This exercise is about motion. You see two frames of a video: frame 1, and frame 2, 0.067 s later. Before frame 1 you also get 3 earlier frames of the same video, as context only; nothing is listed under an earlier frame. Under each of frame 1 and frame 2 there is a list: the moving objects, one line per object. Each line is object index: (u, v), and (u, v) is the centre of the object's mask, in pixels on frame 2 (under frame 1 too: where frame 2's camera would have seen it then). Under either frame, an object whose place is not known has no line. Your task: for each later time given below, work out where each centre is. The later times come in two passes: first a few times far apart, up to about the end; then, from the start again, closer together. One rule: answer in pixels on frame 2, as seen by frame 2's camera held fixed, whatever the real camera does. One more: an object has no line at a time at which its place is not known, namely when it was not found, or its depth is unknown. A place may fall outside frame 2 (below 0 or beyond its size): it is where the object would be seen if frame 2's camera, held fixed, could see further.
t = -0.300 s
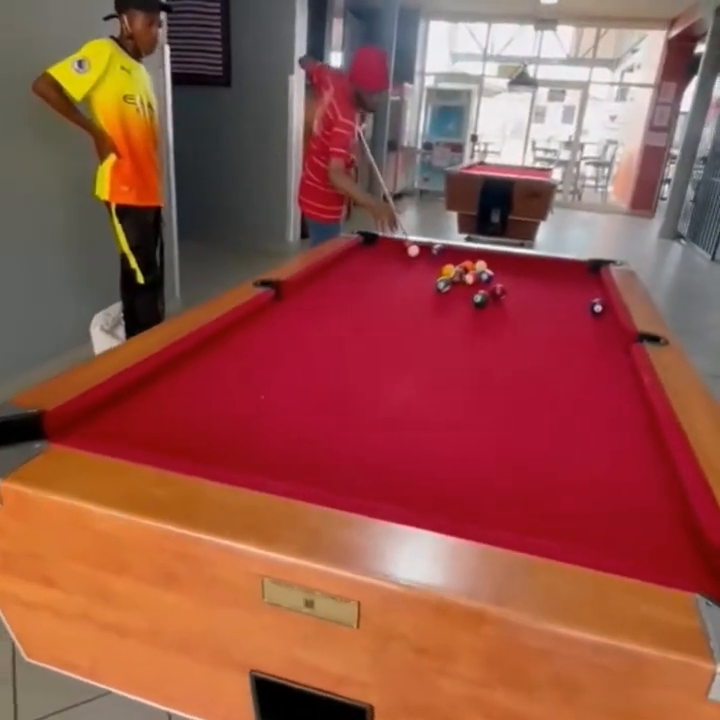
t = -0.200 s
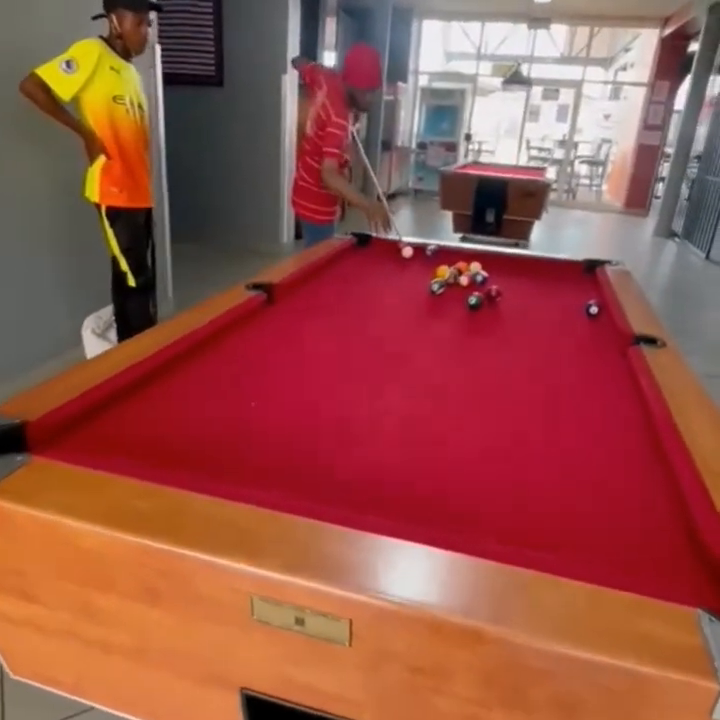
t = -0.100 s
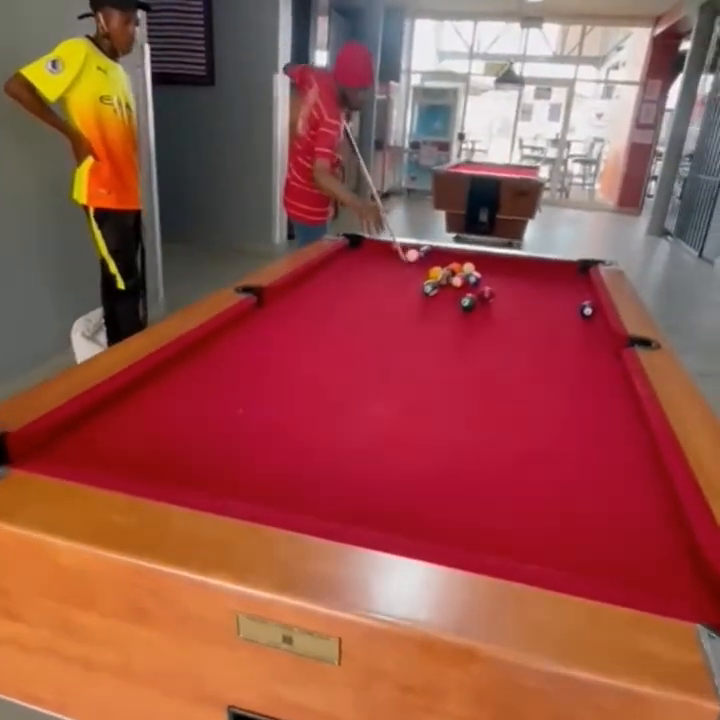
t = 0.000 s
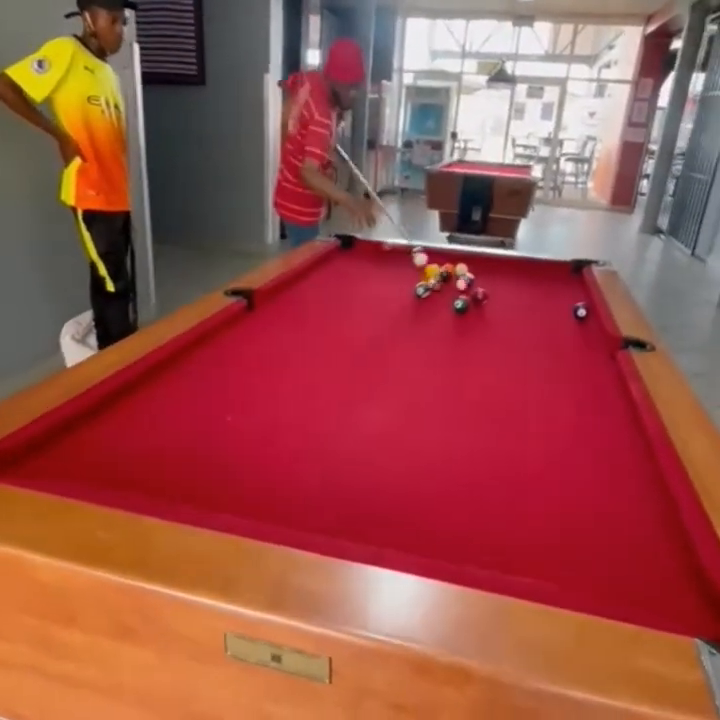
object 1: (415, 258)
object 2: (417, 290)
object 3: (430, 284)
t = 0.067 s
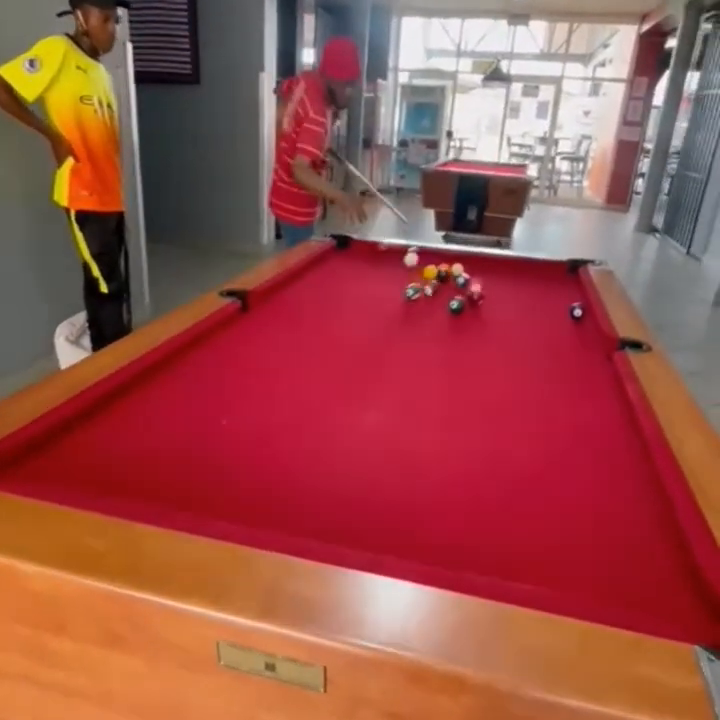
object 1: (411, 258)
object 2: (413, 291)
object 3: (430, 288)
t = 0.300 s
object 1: (391, 282)
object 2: (379, 303)
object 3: (447, 295)
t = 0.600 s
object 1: (366, 294)
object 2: (330, 317)
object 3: (473, 302)
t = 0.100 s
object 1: (408, 263)
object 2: (407, 293)
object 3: (433, 289)
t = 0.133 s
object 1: (404, 271)
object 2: (402, 295)
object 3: (435, 290)
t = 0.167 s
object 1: (401, 278)
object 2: (397, 297)
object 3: (439, 291)
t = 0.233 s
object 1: (397, 278)
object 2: (388, 299)
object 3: (443, 293)
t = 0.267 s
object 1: (394, 282)
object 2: (383, 301)
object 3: (444, 294)
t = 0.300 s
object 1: (391, 282)
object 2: (379, 303)
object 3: (447, 295)
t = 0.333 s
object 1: (388, 284)
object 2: (373, 304)
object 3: (449, 295)
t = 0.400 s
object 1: (383, 287)
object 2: (363, 307)
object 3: (459, 296)
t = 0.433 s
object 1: (380, 288)
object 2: (358, 309)
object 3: (463, 296)
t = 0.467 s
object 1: (378, 289)
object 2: (353, 311)
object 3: (464, 299)
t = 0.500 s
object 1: (375, 290)
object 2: (347, 312)
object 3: (465, 299)
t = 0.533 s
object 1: (372, 292)
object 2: (341, 314)
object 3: (467, 300)
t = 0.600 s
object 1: (366, 294)
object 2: (330, 317)
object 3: (473, 302)
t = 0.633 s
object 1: (363, 295)
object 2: (324, 319)
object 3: (476, 303)
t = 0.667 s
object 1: (360, 296)
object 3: (479, 304)
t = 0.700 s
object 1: (356, 298)
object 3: (481, 305)
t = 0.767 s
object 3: (487, 306)
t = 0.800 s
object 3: (490, 307)
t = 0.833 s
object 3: (493, 308)
